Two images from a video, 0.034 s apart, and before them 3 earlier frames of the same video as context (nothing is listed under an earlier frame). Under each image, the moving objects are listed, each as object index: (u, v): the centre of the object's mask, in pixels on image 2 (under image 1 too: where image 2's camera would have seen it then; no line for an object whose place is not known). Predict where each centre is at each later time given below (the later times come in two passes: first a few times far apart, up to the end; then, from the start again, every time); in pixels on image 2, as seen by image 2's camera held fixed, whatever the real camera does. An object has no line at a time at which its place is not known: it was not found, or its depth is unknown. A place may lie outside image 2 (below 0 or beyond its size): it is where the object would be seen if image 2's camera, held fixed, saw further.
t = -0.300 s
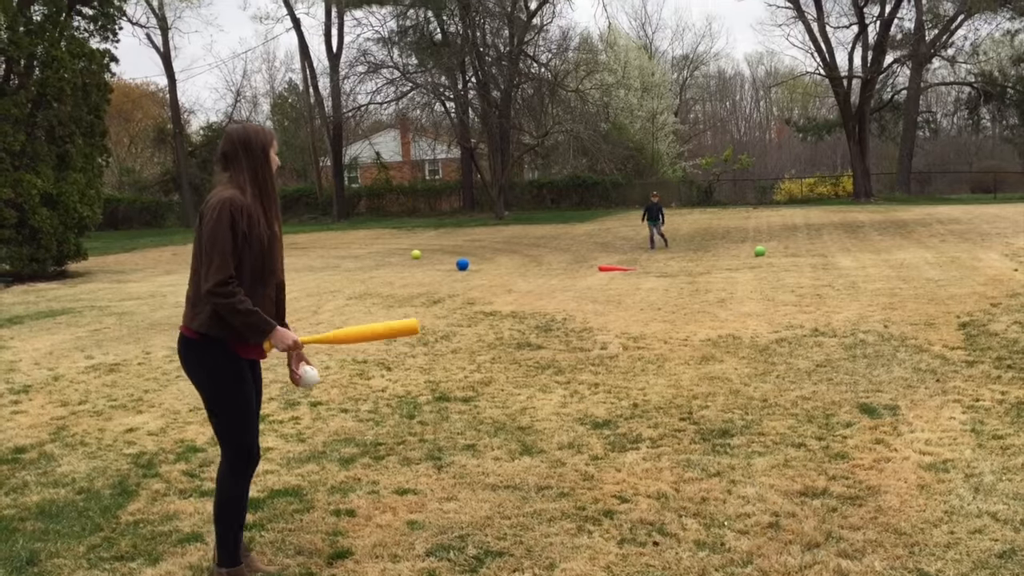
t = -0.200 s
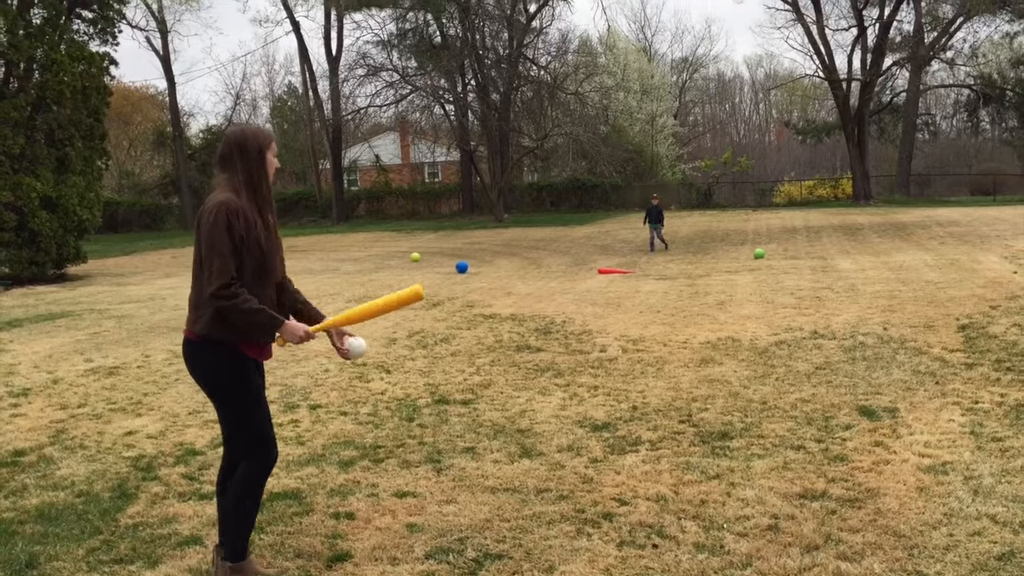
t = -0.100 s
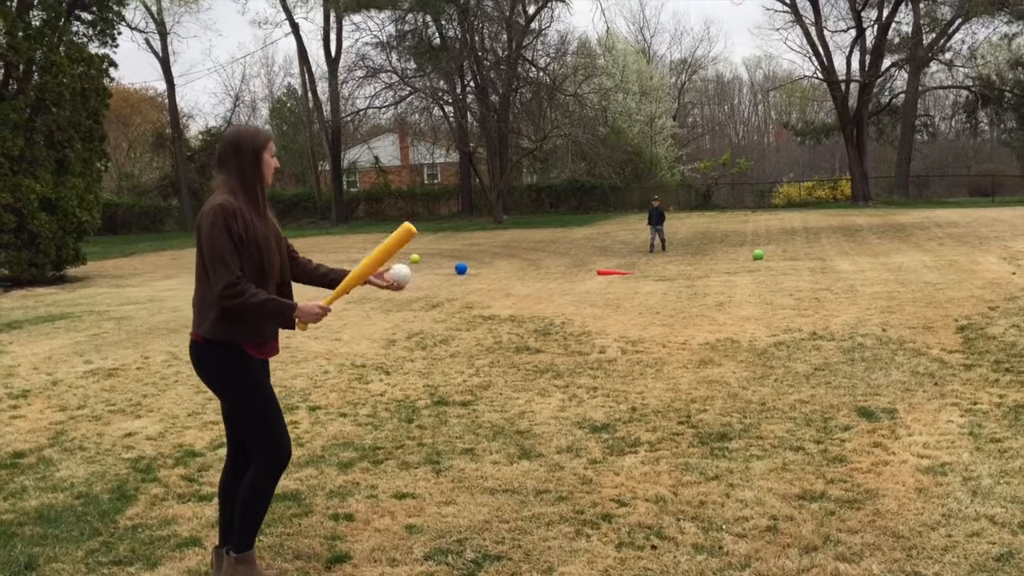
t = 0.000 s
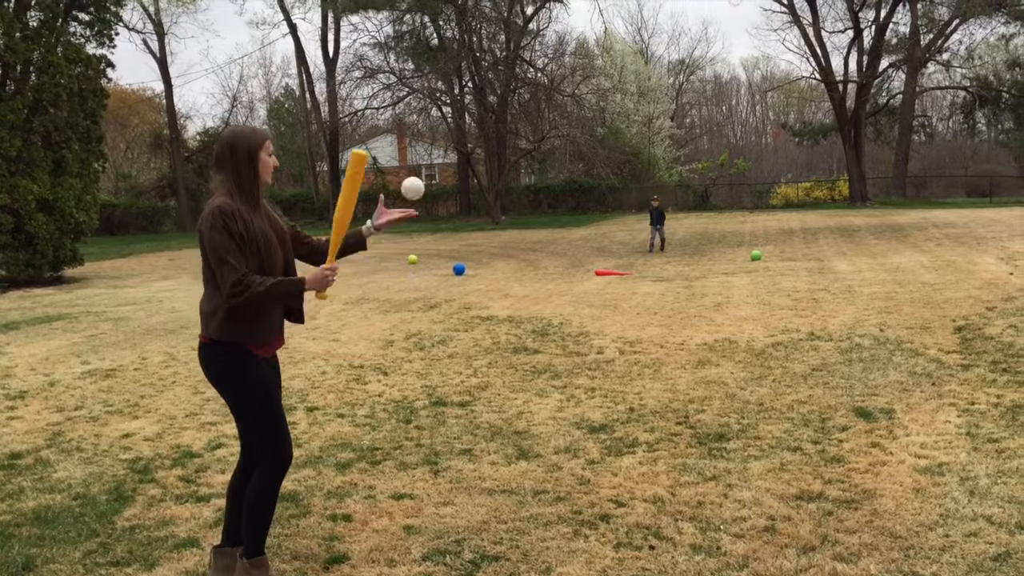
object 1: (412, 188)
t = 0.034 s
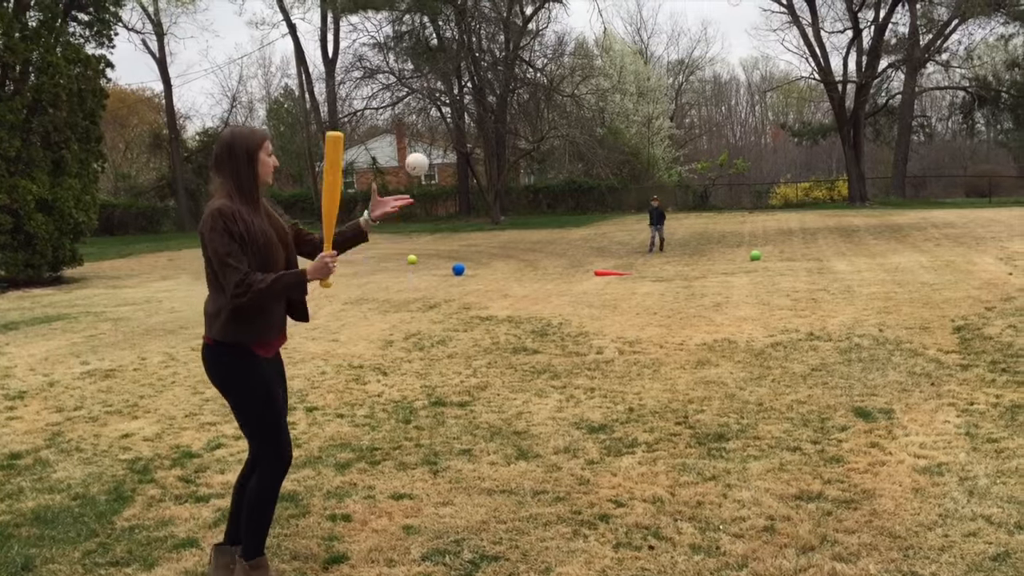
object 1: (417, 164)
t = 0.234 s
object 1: (447, 72)
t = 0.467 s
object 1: (489, 85)
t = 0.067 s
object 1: (421, 142)
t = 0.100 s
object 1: (426, 123)
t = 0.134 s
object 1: (431, 106)
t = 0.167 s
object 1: (436, 92)
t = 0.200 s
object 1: (442, 81)
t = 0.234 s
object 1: (447, 72)
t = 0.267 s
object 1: (453, 66)
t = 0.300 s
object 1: (458, 63)
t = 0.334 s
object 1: (464, 62)
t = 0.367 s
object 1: (470, 64)
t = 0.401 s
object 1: (476, 68)
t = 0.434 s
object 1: (483, 75)
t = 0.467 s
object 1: (489, 85)
